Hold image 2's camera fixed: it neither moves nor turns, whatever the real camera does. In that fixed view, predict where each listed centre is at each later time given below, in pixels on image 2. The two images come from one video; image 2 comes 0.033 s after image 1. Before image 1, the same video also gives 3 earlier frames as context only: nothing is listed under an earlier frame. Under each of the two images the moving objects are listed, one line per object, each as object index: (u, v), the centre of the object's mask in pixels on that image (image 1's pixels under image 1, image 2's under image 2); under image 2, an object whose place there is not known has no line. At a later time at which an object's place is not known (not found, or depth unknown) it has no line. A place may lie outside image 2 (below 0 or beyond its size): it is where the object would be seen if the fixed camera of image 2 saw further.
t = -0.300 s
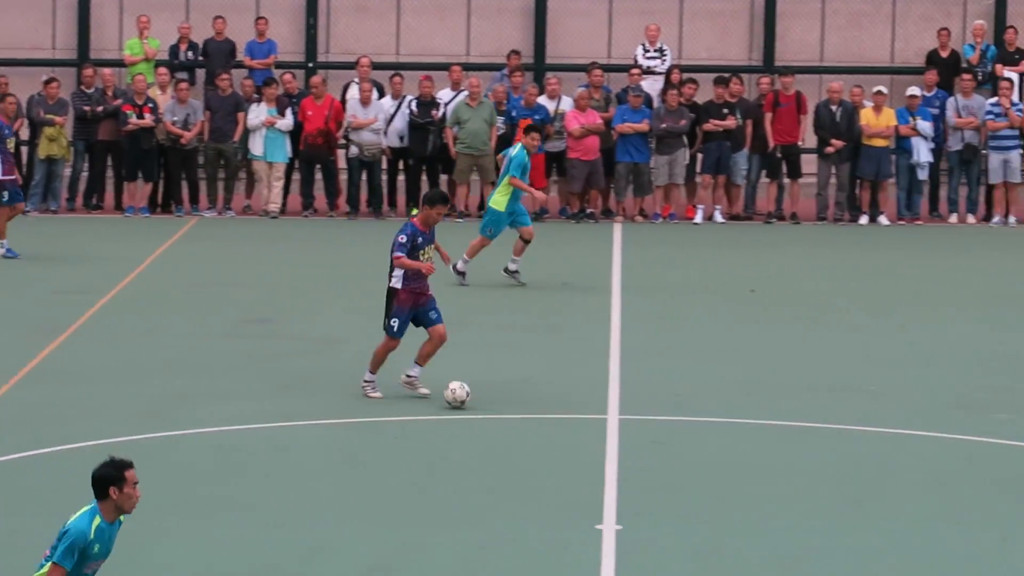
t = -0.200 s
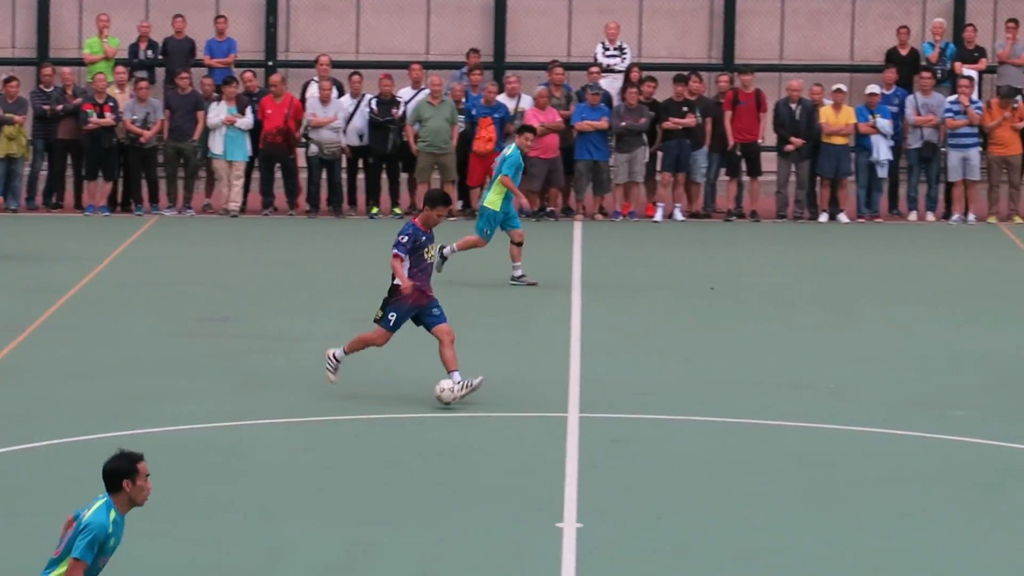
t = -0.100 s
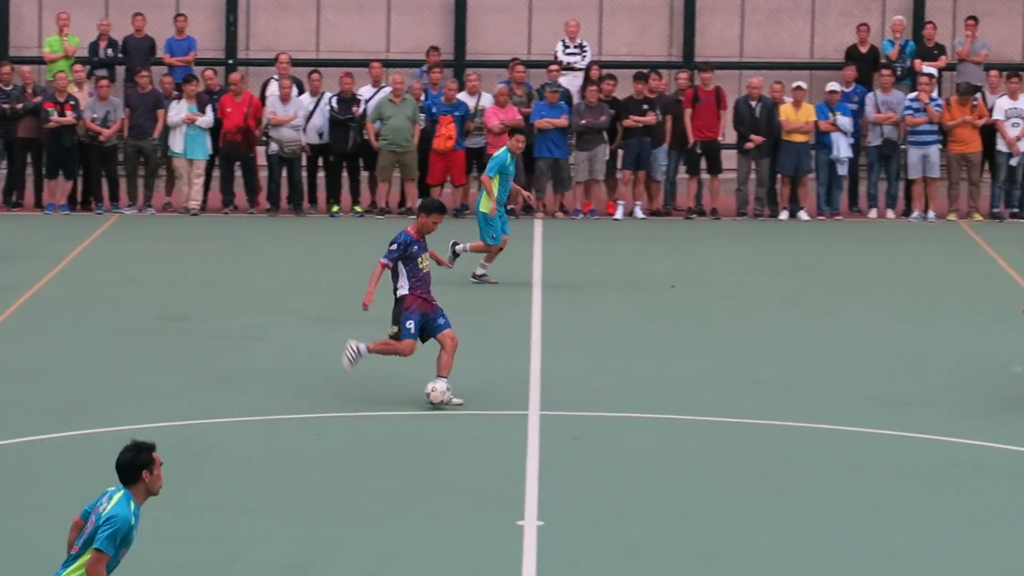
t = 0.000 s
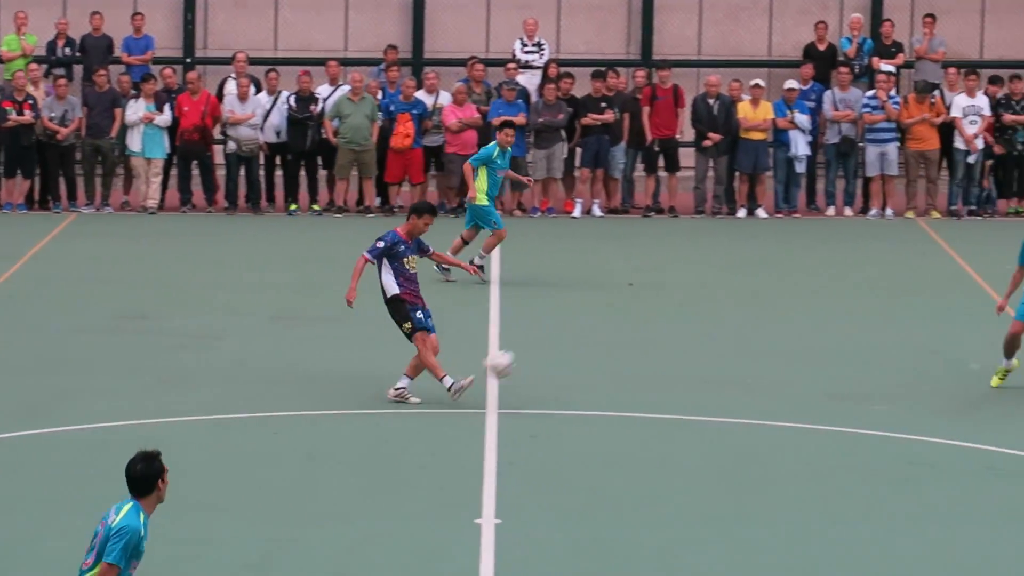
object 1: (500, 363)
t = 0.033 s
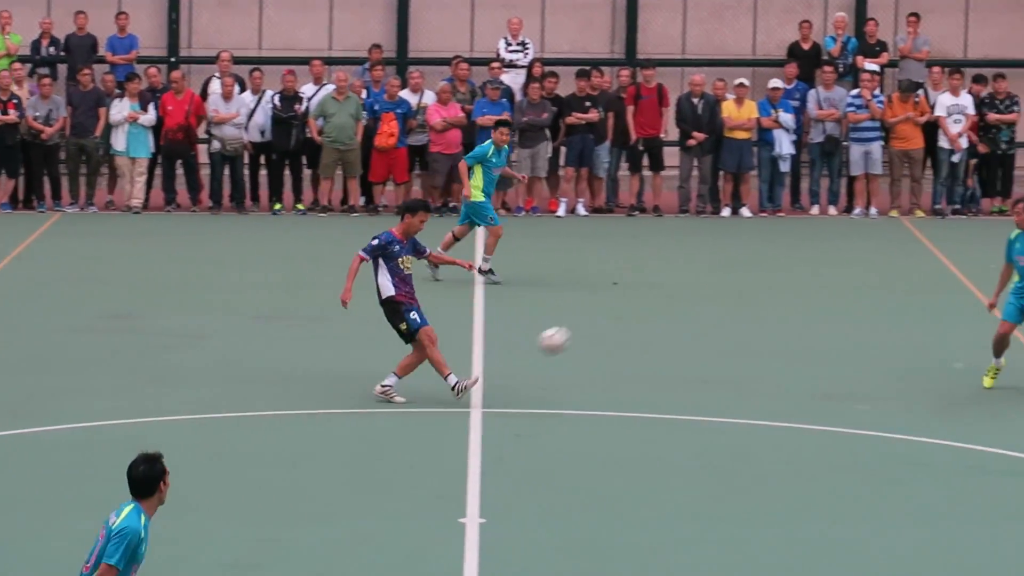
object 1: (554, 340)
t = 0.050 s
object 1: (590, 329)
